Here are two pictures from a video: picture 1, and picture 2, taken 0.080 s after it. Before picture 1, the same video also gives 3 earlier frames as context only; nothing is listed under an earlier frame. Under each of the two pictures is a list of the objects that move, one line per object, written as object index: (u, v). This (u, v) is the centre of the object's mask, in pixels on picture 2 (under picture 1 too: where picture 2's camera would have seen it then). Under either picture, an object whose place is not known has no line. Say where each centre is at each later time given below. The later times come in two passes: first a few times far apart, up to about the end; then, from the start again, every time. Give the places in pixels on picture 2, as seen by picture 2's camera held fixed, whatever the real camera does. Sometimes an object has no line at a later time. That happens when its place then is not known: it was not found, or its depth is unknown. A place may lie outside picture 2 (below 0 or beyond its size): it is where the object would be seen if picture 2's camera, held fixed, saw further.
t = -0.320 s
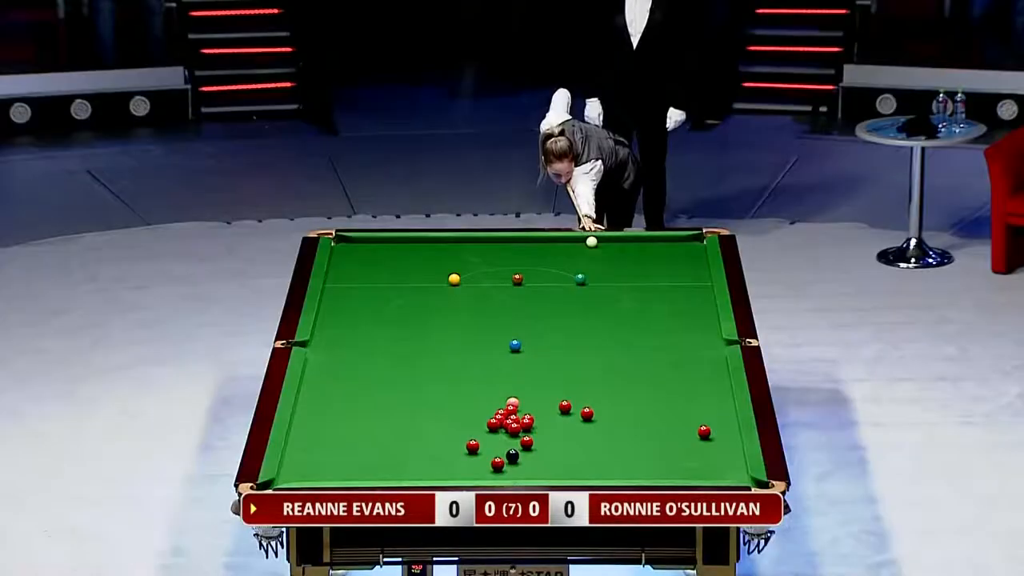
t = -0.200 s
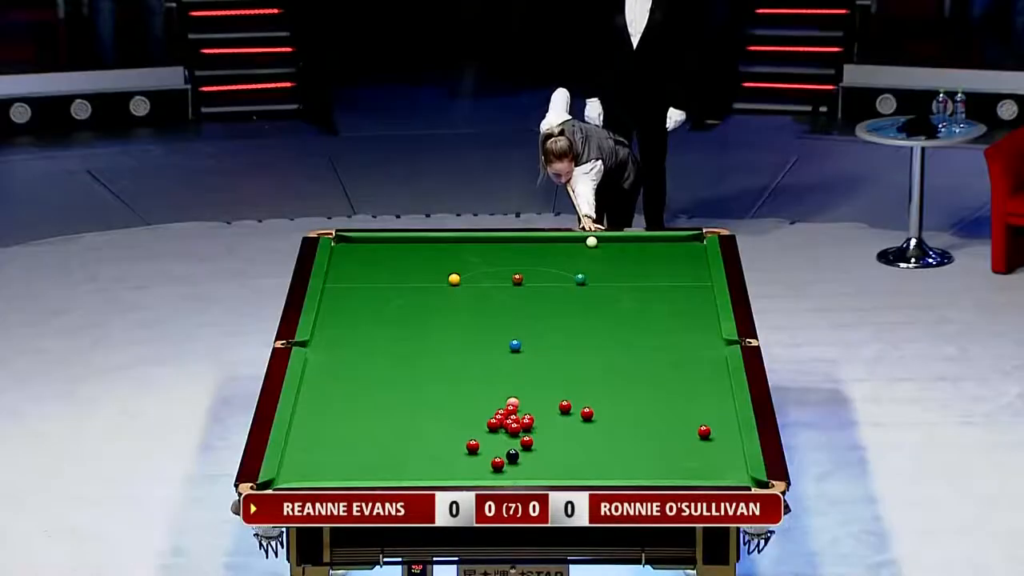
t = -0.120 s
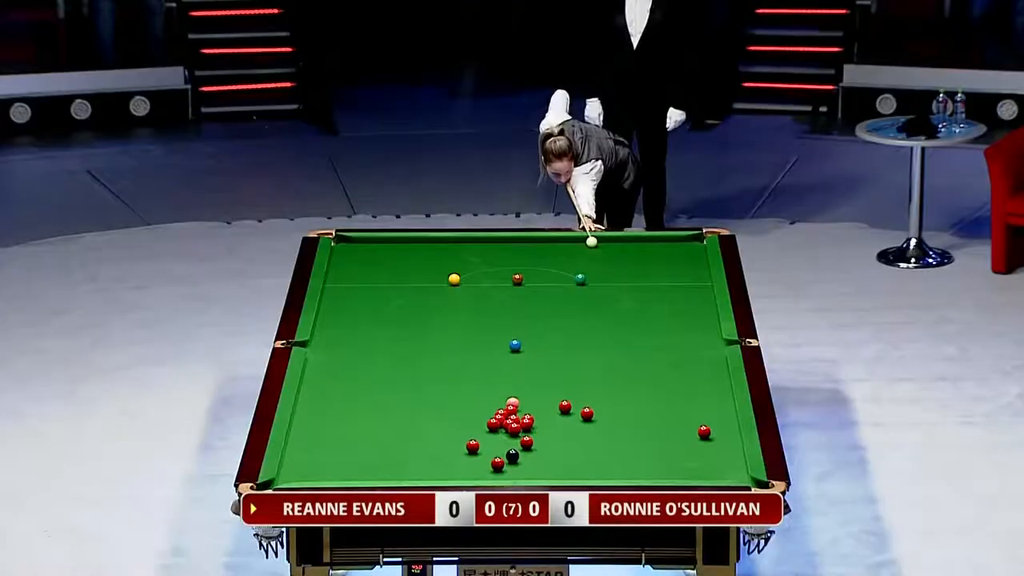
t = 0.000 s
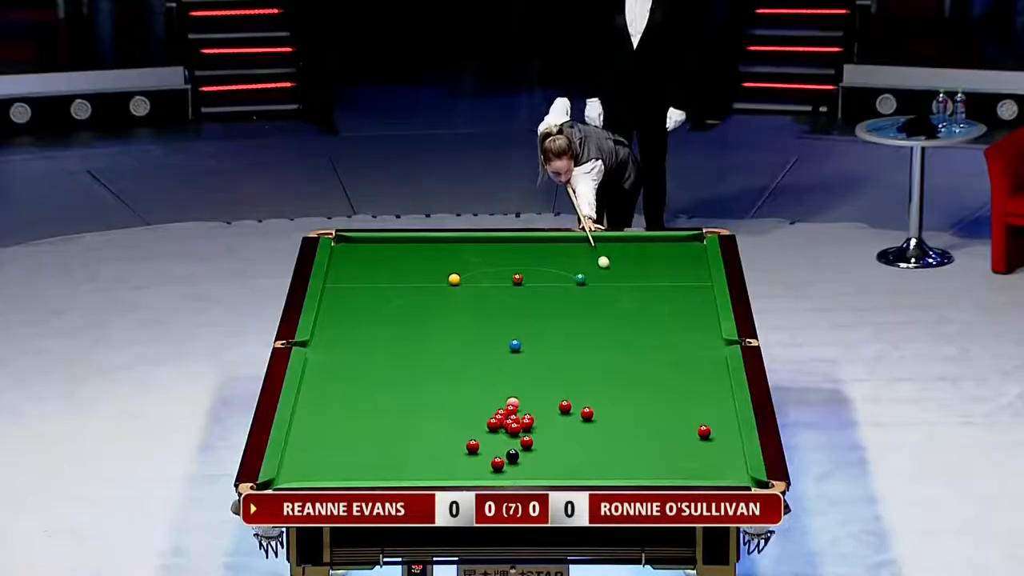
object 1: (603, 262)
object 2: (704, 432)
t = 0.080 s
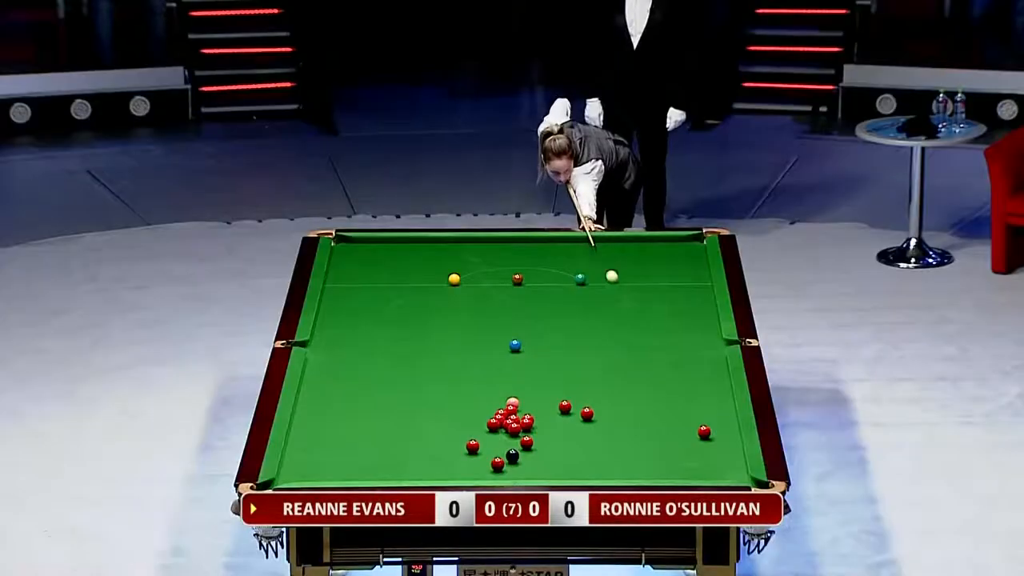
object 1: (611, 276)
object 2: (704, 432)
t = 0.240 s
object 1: (629, 306)
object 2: (704, 433)
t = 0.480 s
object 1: (657, 355)
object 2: (704, 433)
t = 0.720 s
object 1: (688, 408)
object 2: (704, 433)
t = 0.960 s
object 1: (686, 432)
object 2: (741, 467)
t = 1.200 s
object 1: (673, 445)
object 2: (736, 461)
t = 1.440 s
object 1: (665, 462)
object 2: (718, 437)
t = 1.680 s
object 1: (656, 477)
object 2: (702, 414)
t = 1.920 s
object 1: (646, 470)
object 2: (688, 393)
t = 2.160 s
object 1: (637, 461)
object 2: (674, 373)
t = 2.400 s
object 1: (628, 452)
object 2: (662, 354)
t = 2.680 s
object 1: (619, 442)
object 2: (648, 333)
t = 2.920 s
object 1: (611, 435)
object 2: (637, 317)
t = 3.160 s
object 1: (604, 428)
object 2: (626, 301)
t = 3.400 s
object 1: (597, 421)
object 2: (616, 287)
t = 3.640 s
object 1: (595, 417)
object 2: (606, 272)
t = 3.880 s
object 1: (596, 415)
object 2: (597, 260)
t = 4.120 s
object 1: (598, 413)
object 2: (588, 247)
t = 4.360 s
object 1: (599, 413)
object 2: (581, 242)
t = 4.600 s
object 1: (600, 413)
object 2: (575, 249)
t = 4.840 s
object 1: (600, 413)
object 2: (570, 256)
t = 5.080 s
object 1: (600, 412)
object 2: (565, 263)
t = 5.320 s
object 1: (600, 412)
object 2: (561, 270)
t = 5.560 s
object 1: (600, 412)
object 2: (556, 276)
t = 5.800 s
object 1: (600, 412)
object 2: (551, 282)
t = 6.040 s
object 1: (600, 412)
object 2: (547, 288)
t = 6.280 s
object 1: (600, 412)
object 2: (542, 293)
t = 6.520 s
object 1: (600, 412)
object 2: (537, 299)
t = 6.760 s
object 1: (600, 412)
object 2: (533, 304)
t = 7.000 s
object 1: (600, 413)
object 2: (529, 309)
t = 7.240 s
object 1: (600, 413)
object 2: (525, 314)
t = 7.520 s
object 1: (600, 413)
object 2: (521, 319)
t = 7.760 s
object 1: (600, 413)
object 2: (518, 323)
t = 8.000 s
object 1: (600, 413)
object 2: (514, 327)
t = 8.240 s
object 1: (600, 413)
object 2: (511, 331)
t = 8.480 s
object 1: (600, 413)
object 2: (508, 334)
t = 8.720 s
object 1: (600, 413)
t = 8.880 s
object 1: (600, 413)
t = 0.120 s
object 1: (616, 283)
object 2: (704, 433)
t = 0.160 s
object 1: (620, 291)
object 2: (704, 433)
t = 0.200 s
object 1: (624, 298)
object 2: (704, 433)
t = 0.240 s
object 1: (629, 306)
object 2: (704, 433)
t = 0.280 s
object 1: (634, 314)
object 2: (704, 433)
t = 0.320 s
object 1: (638, 322)
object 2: (704, 433)
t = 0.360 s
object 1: (643, 330)
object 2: (704, 433)
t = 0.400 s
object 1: (648, 338)
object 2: (704, 433)
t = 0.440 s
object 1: (652, 346)
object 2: (704, 433)
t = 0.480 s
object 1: (657, 355)
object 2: (704, 433)
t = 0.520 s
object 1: (662, 364)
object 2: (704, 433)
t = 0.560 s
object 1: (668, 372)
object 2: (704, 433)
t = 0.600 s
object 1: (672, 381)
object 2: (704, 433)
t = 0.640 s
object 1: (678, 390)
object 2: (704, 433)
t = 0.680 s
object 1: (683, 399)
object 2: (704, 433)
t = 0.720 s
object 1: (688, 408)
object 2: (704, 433)
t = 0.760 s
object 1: (694, 417)
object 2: (704, 433)
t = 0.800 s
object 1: (698, 426)
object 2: (705, 433)
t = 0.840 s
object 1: (696, 429)
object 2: (713, 441)
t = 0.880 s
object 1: (692, 430)
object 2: (723, 450)
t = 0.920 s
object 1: (689, 430)
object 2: (732, 459)
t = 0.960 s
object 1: (686, 432)
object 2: (741, 467)
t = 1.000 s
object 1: (684, 434)
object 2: (738, 474)
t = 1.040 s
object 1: (681, 436)
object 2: (733, 478)
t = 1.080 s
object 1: (679, 438)
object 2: (736, 474)
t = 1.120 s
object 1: (677, 440)
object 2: (739, 471)
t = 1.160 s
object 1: (675, 442)
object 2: (740, 466)
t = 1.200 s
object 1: (673, 445)
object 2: (736, 461)
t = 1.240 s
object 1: (672, 448)
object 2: (732, 457)
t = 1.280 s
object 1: (671, 451)
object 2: (729, 453)
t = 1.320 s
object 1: (669, 454)
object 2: (726, 449)
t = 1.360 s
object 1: (668, 457)
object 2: (723, 445)
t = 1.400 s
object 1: (666, 459)
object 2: (720, 441)
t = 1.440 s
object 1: (665, 462)
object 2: (718, 437)
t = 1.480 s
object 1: (663, 465)
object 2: (715, 433)
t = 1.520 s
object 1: (662, 468)
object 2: (712, 429)
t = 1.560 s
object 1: (660, 471)
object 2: (710, 425)
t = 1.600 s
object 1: (659, 472)
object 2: (707, 422)
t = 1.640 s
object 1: (658, 474)
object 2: (705, 418)
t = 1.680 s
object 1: (656, 477)
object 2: (702, 414)
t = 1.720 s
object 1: (654, 477)
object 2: (700, 410)
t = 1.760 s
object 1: (653, 475)
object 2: (697, 407)
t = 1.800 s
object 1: (651, 474)
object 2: (695, 403)
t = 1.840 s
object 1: (649, 472)
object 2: (692, 400)
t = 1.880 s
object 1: (648, 472)
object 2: (690, 396)
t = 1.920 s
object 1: (646, 470)
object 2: (688, 393)
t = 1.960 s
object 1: (645, 469)
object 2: (686, 390)
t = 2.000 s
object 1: (643, 467)
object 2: (684, 386)
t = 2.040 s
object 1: (642, 465)
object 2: (681, 383)
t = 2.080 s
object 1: (640, 464)
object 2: (679, 379)
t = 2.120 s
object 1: (639, 462)
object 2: (676, 376)
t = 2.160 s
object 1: (637, 461)
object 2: (674, 373)
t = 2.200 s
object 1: (635, 459)
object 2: (672, 369)
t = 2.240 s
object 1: (634, 458)
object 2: (670, 366)
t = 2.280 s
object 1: (633, 456)
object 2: (668, 363)
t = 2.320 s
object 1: (631, 455)
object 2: (666, 360)
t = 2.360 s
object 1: (630, 454)
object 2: (664, 357)
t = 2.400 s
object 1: (628, 452)
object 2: (662, 354)
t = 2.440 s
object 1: (627, 450)
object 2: (660, 351)
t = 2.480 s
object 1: (625, 449)
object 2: (658, 348)
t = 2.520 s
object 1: (624, 448)
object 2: (656, 345)
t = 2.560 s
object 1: (623, 446)
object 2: (654, 342)
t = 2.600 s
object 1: (621, 445)
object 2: (652, 339)
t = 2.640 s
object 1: (620, 444)
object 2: (650, 336)
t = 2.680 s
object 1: (619, 442)
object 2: (648, 333)
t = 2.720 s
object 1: (618, 441)
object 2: (646, 331)
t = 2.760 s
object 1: (616, 440)
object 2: (644, 328)
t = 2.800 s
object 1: (615, 439)
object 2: (642, 325)
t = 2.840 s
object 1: (614, 437)
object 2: (640, 322)
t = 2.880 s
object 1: (612, 436)
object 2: (638, 319)
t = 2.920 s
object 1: (611, 435)
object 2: (637, 317)
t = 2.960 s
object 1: (610, 434)
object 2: (635, 314)
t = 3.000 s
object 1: (609, 432)
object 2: (633, 311)
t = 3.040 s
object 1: (607, 431)
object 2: (631, 309)
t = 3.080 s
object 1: (606, 430)
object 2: (629, 306)
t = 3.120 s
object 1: (605, 429)
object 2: (627, 304)
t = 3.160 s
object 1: (604, 428)
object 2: (626, 301)
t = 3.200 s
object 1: (603, 426)
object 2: (624, 298)
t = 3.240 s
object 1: (602, 425)
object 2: (622, 296)
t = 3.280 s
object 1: (600, 424)
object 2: (621, 294)
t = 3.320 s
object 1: (599, 423)
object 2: (619, 291)
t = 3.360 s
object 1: (598, 422)
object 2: (617, 289)
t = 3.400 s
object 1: (597, 421)
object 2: (616, 287)
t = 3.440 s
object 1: (596, 420)
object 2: (614, 284)
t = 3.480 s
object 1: (595, 419)
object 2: (612, 282)
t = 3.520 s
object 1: (594, 418)
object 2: (610, 279)
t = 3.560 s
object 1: (595, 417)
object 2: (609, 277)
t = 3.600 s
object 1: (595, 417)
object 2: (608, 275)
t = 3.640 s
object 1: (595, 417)
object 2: (606, 272)
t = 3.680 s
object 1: (595, 417)
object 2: (604, 270)
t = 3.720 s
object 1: (595, 416)
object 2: (603, 268)
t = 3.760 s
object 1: (596, 416)
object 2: (602, 266)
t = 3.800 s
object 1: (596, 415)
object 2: (600, 264)
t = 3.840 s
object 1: (596, 415)
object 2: (598, 262)
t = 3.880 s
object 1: (596, 415)
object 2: (597, 260)
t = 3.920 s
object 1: (596, 415)
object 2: (595, 257)
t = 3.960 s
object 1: (597, 414)
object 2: (594, 255)
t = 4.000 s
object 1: (597, 414)
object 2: (593, 253)
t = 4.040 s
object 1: (597, 414)
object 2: (591, 251)
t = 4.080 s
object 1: (597, 414)
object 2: (589, 249)
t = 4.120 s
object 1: (598, 413)
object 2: (588, 247)
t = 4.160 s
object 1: (598, 413)
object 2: (587, 245)
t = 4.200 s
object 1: (598, 413)
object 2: (585, 243)
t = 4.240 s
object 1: (598, 413)
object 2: (584, 241)
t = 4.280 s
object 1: (598, 413)
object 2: (583, 239)
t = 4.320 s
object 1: (598, 413)
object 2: (583, 240)
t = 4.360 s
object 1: (599, 413)
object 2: (581, 242)
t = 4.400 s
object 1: (599, 413)
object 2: (580, 244)
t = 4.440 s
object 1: (599, 413)
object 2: (579, 244)
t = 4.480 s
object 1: (599, 413)
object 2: (578, 246)
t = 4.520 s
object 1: (599, 413)
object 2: (577, 247)
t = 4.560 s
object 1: (599, 413)
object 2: (576, 248)
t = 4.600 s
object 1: (600, 413)
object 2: (575, 249)
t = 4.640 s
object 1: (600, 412)
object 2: (575, 250)
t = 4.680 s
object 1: (600, 412)
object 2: (574, 252)
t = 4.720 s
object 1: (600, 412)
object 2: (573, 253)
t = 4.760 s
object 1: (600, 412)
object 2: (572, 254)
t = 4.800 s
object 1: (600, 412)
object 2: (571, 256)
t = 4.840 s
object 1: (600, 413)
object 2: (570, 256)
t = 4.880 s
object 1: (600, 413)
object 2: (570, 258)
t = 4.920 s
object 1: (600, 413)
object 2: (569, 259)
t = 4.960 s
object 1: (600, 413)
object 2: (568, 261)
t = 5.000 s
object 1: (600, 413)
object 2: (567, 261)
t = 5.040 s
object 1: (600, 413)
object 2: (566, 262)
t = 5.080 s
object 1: (600, 412)
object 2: (565, 263)
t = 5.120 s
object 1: (600, 412)
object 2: (564, 264)
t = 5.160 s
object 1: (600, 412)
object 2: (564, 265)
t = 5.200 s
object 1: (600, 412)
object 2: (563, 266)
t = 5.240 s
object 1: (600, 412)
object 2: (562, 268)
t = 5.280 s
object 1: (600, 412)
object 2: (561, 269)
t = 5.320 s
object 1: (600, 412)
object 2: (561, 270)
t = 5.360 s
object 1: (600, 412)
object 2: (560, 270)
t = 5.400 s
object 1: (600, 412)
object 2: (559, 272)
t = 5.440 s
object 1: (600, 412)
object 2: (558, 272)
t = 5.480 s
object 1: (600, 412)
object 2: (557, 274)
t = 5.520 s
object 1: (600, 412)
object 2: (557, 275)
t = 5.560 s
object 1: (600, 412)
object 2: (556, 276)
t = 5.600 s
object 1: (600, 412)
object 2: (555, 277)
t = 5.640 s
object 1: (600, 412)
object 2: (554, 278)
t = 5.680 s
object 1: (600, 412)
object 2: (553, 279)
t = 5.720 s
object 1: (600, 412)
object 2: (552, 280)
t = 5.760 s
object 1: (600, 412)
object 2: (552, 281)
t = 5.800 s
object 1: (600, 412)
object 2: (551, 282)
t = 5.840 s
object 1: (600, 412)
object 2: (550, 283)
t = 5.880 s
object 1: (600, 412)
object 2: (550, 284)
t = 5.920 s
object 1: (600, 412)
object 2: (549, 285)
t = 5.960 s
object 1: (600, 412)
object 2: (549, 286)
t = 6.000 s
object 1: (600, 412)
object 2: (547, 287)
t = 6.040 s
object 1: (600, 412)
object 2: (547, 288)
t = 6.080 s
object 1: (600, 412)
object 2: (546, 289)
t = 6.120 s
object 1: (600, 412)
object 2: (544, 290)
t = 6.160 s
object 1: (600, 412)
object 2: (544, 291)
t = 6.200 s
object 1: (600, 412)
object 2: (543, 292)
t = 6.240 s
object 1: (600, 412)
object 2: (542, 293)
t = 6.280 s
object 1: (600, 412)
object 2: (542, 293)
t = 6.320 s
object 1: (600, 412)
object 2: (541, 295)
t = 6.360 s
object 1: (600, 412)
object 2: (540, 296)
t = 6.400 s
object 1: (600, 412)
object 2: (539, 296)
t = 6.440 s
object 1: (600, 412)
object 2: (539, 297)
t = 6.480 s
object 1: (600, 412)
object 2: (538, 298)
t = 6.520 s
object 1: (600, 412)
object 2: (537, 299)
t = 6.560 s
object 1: (600, 412)
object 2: (536, 300)
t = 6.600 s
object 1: (600, 412)
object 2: (535, 301)
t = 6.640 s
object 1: (600, 412)
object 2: (535, 302)
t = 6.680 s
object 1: (600, 412)
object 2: (534, 303)
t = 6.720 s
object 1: (600, 412)
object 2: (534, 303)
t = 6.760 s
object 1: (600, 412)
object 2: (533, 304)
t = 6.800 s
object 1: (600, 412)
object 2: (532, 305)
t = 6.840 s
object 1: (600, 412)
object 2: (531, 306)
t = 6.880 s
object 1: (600, 412)
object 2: (531, 307)
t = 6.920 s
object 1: (600, 413)
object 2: (530, 308)
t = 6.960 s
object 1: (600, 413)
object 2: (530, 308)
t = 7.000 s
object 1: (600, 413)
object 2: (529, 309)
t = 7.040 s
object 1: (600, 413)
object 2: (528, 310)
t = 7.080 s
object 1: (600, 413)
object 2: (528, 311)
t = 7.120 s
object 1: (600, 413)
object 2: (527, 312)
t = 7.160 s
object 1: (600, 413)
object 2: (526, 313)
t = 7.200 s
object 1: (600, 413)
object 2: (526, 313)
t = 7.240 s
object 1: (600, 413)
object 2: (525, 314)
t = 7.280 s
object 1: (600, 413)
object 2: (525, 315)
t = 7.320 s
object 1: (600, 413)
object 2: (524, 315)
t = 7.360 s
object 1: (600, 413)
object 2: (523, 316)
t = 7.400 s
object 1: (600, 413)
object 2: (523, 317)
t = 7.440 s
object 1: (600, 413)
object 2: (522, 317)
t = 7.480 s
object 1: (600, 413)
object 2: (521, 318)
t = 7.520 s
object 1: (600, 413)
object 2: (521, 319)
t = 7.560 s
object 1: (600, 413)
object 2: (520, 320)
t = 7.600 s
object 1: (600, 413)
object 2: (519, 320)
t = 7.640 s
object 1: (600, 413)
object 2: (519, 321)
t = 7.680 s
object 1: (600, 413)
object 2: (518, 322)
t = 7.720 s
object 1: (600, 413)
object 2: (518, 323)
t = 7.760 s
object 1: (600, 413)
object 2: (518, 323)
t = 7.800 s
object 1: (600, 413)
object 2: (517, 324)
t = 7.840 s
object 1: (600, 413)
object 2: (516, 324)
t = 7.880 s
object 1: (600, 413)
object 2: (516, 325)
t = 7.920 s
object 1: (600, 413)
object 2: (515, 326)
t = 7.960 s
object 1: (600, 413)
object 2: (515, 326)
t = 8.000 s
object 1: (600, 413)
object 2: (514, 327)
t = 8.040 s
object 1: (600, 413)
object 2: (514, 327)
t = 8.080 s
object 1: (600, 413)
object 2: (513, 328)
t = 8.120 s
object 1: (600, 413)
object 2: (513, 329)
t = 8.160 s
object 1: (600, 413)
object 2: (512, 329)
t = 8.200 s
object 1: (600, 413)
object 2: (512, 330)
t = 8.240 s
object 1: (600, 413)
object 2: (511, 331)
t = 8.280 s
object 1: (600, 413)
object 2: (511, 331)
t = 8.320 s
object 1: (600, 413)
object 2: (510, 332)
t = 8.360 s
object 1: (600, 413)
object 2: (510, 332)
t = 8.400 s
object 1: (600, 413)
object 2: (509, 333)
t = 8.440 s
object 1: (600, 413)
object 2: (509, 333)
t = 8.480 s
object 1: (600, 413)
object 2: (508, 334)
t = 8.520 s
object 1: (600, 413)
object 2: (508, 334)
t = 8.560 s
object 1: (600, 413)
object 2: (507, 334)
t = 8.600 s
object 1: (600, 413)
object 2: (507, 335)
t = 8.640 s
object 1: (600, 413)
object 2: (507, 335)
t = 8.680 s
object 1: (600, 413)
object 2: (506, 336)
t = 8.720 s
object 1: (600, 413)
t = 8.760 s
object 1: (600, 413)
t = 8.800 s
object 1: (600, 413)
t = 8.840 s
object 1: (600, 413)
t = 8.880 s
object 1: (600, 413)
